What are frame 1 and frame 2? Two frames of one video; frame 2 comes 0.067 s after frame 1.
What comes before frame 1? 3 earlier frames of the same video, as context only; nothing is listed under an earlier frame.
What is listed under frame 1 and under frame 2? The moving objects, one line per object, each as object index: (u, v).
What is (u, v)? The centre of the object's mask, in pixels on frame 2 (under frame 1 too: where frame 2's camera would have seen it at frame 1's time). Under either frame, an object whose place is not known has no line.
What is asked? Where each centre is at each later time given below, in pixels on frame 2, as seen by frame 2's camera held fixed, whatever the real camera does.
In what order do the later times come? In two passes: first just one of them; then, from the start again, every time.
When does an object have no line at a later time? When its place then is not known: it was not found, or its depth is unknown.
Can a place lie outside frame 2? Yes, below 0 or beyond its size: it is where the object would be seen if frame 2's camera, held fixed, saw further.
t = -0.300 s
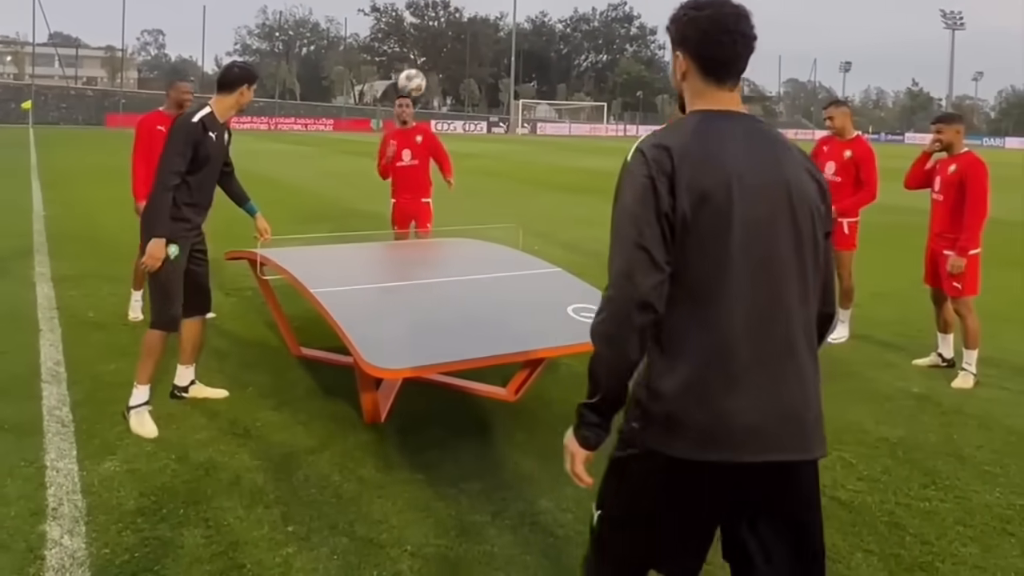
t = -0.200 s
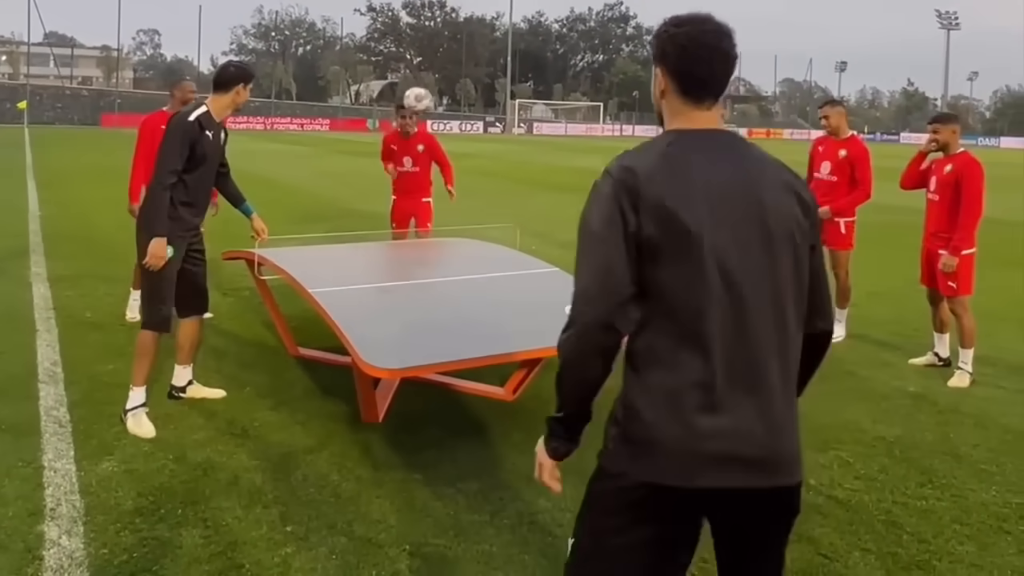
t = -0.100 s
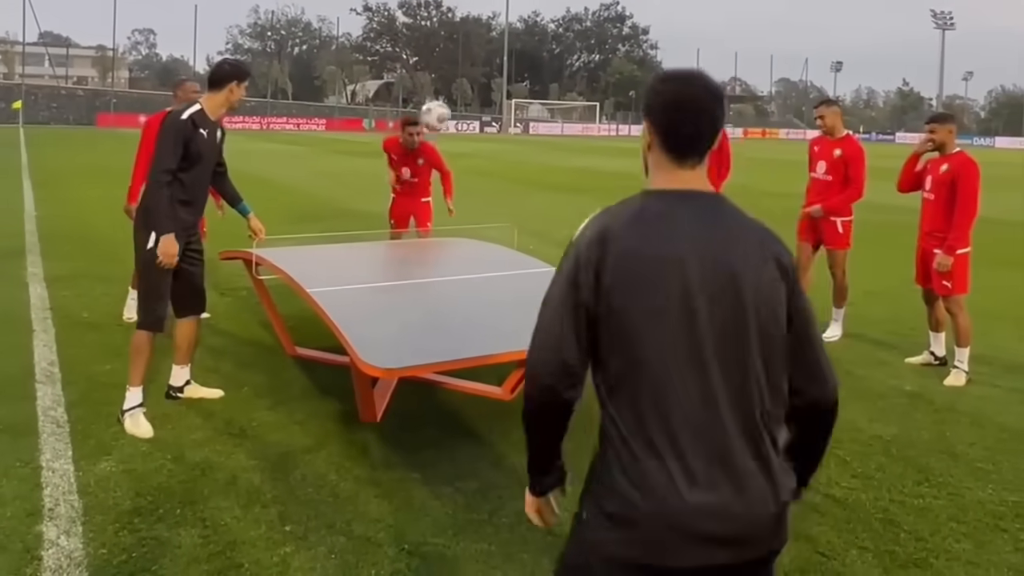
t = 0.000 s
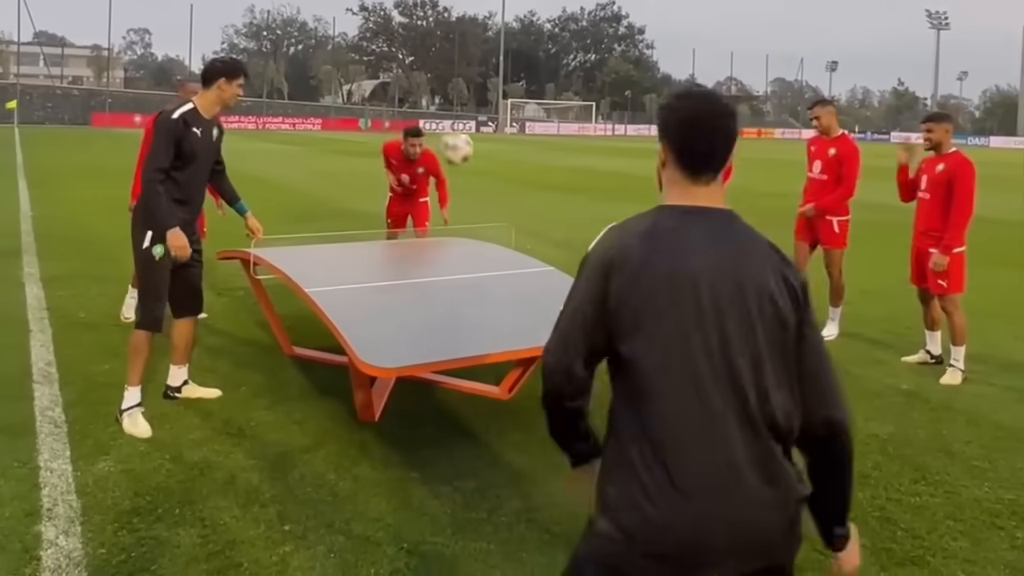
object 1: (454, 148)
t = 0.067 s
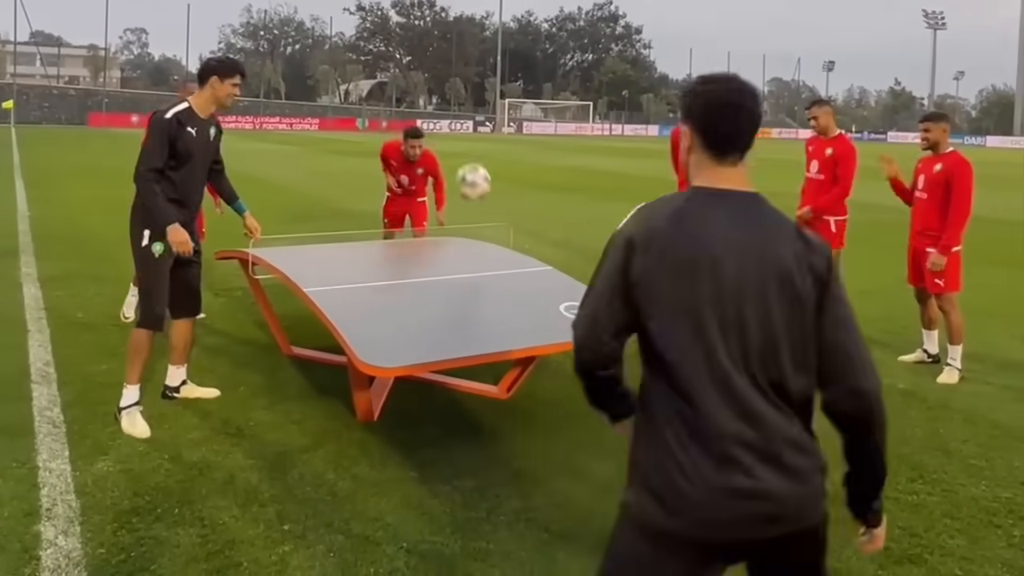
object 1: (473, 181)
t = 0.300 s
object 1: (546, 222)
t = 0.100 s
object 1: (483, 201)
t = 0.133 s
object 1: (493, 226)
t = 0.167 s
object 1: (504, 254)
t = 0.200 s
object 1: (513, 247)
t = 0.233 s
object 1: (523, 237)
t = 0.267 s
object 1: (535, 231)
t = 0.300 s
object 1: (546, 222)
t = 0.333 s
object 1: (558, 218)
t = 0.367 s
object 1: (569, 215)
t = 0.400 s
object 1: (583, 215)
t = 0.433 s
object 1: (596, 216)
